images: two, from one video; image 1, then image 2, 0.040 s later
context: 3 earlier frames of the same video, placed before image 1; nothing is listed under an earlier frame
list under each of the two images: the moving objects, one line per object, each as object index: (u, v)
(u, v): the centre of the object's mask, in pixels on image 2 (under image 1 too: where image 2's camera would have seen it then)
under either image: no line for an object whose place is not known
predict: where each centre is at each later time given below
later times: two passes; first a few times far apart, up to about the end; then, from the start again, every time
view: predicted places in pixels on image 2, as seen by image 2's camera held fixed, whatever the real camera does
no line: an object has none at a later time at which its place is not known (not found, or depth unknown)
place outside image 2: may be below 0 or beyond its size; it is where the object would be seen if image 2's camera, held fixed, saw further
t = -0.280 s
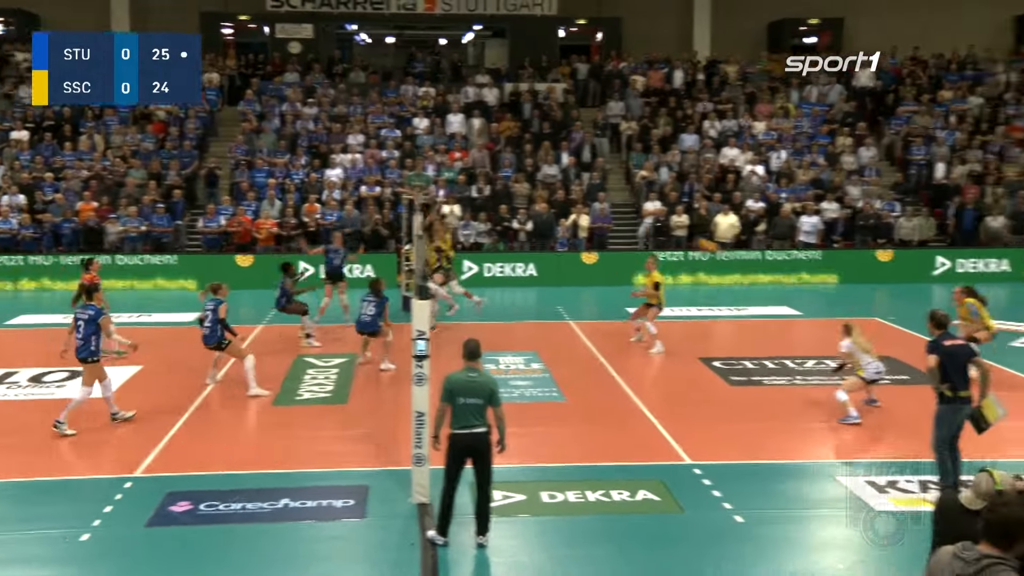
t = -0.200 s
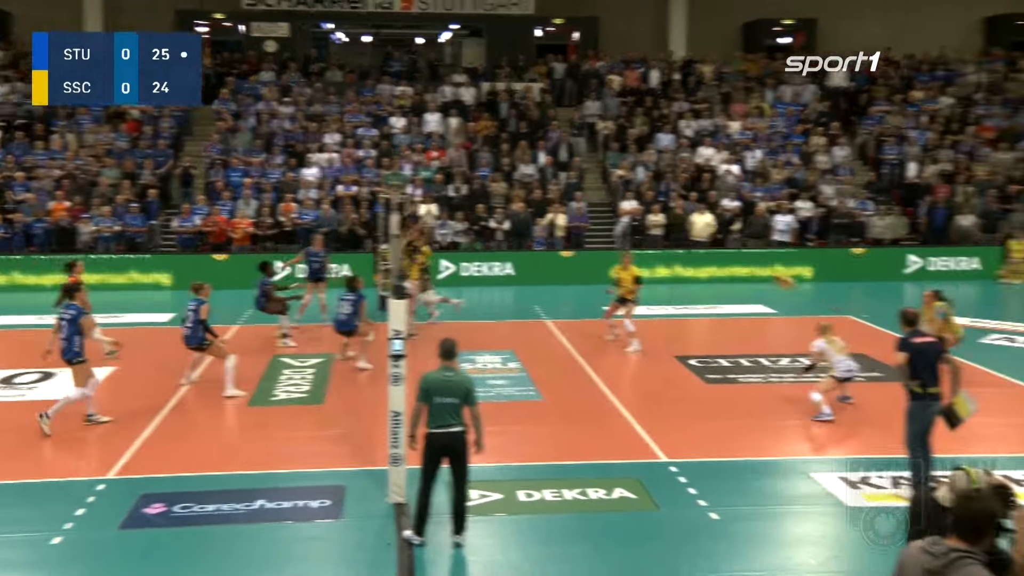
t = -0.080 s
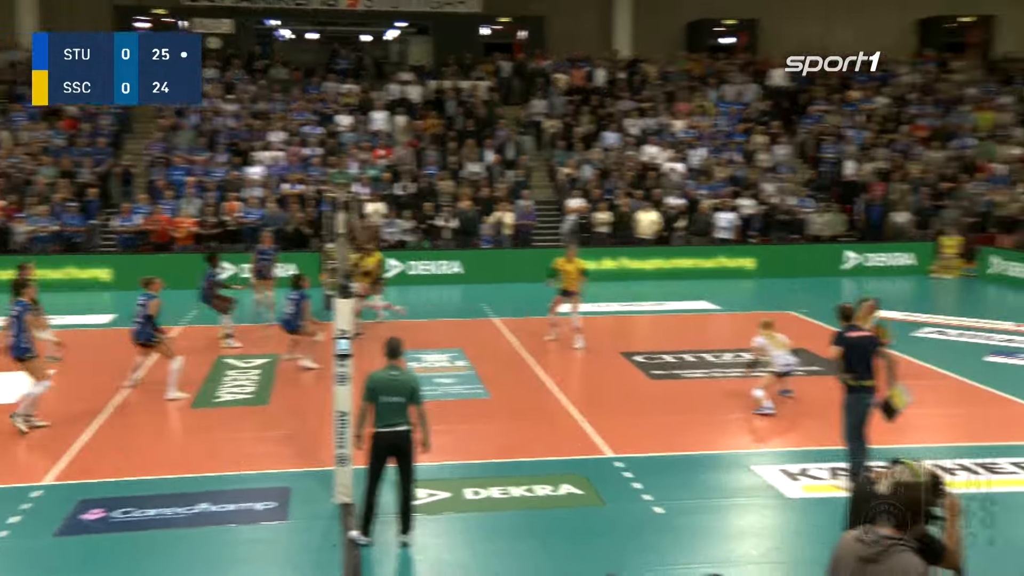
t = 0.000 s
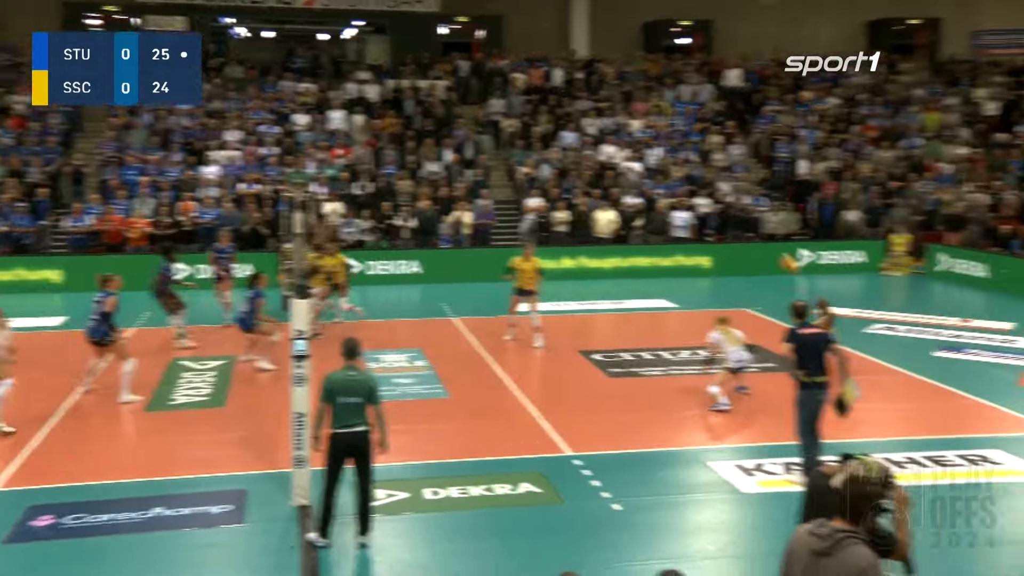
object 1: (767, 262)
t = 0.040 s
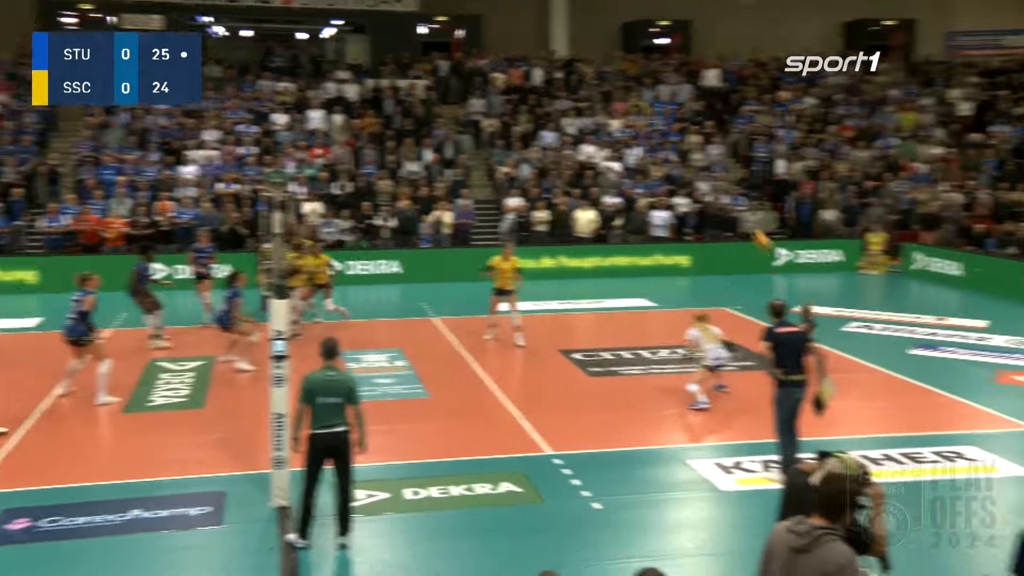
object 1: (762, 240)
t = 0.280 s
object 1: (732, 125)
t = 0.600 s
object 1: (695, 28)
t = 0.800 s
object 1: (672, 3)
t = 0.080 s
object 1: (755, 216)
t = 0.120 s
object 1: (751, 197)
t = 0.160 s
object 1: (746, 178)
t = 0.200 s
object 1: (740, 160)
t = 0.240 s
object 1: (737, 143)
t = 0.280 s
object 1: (732, 125)
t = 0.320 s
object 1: (727, 109)
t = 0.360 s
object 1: (722, 94)
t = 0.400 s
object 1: (718, 81)
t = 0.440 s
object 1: (713, 67)
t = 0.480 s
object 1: (709, 57)
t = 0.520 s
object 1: (704, 46)
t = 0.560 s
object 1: (700, 36)
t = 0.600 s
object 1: (695, 28)
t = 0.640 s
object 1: (690, 21)
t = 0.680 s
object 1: (686, 15)
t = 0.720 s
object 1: (681, 10)
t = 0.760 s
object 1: (676, 6)
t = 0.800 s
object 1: (672, 3)
